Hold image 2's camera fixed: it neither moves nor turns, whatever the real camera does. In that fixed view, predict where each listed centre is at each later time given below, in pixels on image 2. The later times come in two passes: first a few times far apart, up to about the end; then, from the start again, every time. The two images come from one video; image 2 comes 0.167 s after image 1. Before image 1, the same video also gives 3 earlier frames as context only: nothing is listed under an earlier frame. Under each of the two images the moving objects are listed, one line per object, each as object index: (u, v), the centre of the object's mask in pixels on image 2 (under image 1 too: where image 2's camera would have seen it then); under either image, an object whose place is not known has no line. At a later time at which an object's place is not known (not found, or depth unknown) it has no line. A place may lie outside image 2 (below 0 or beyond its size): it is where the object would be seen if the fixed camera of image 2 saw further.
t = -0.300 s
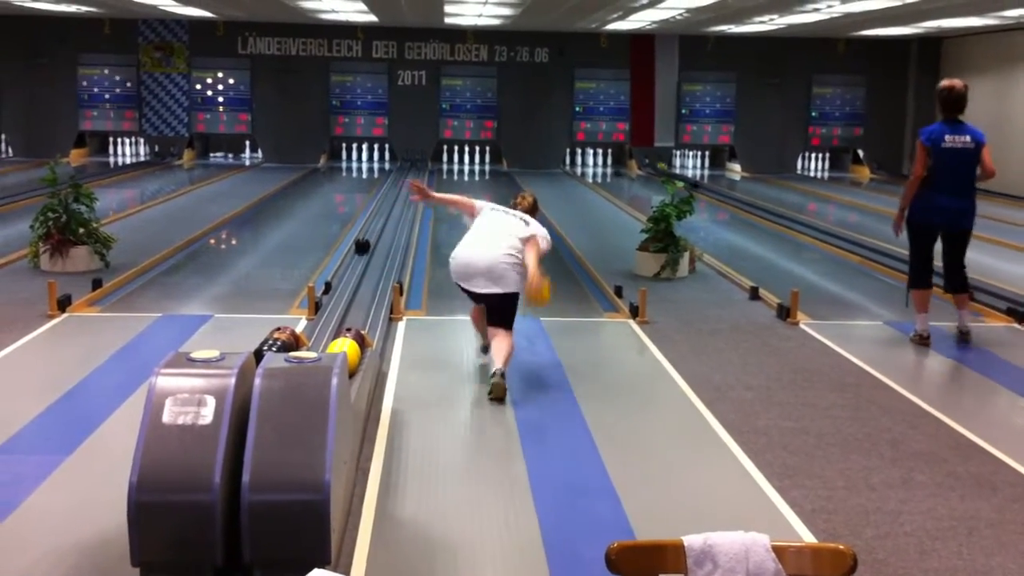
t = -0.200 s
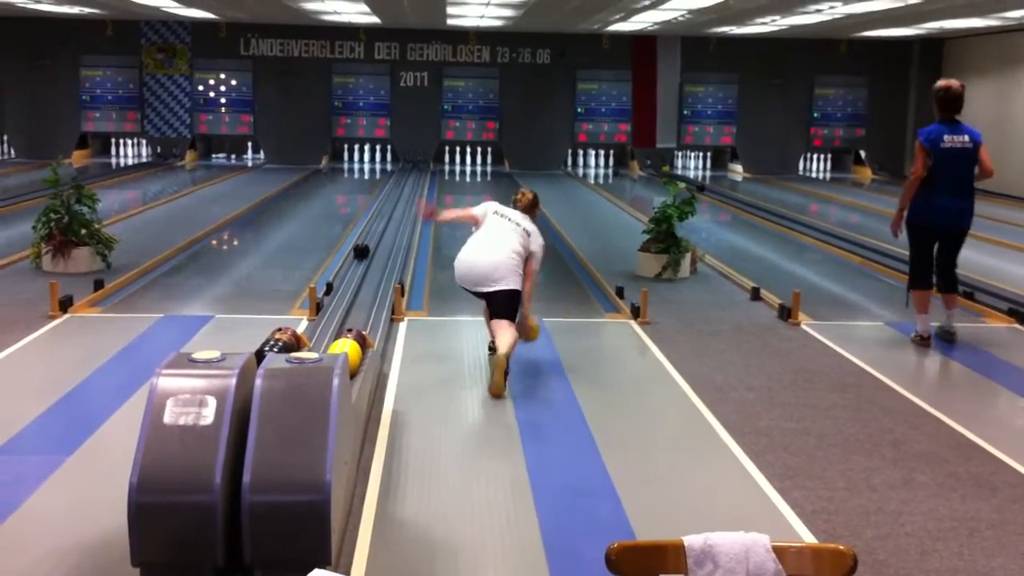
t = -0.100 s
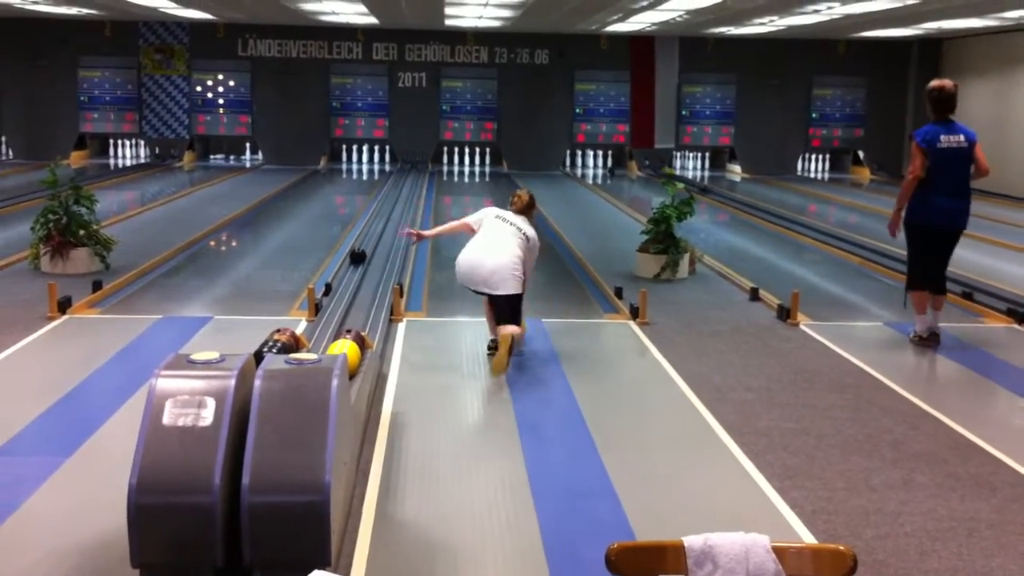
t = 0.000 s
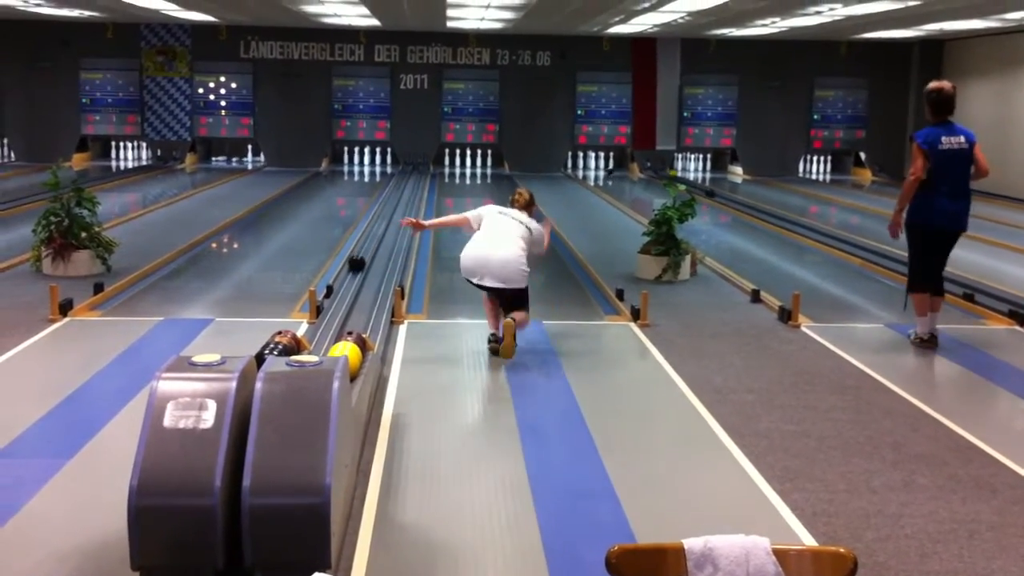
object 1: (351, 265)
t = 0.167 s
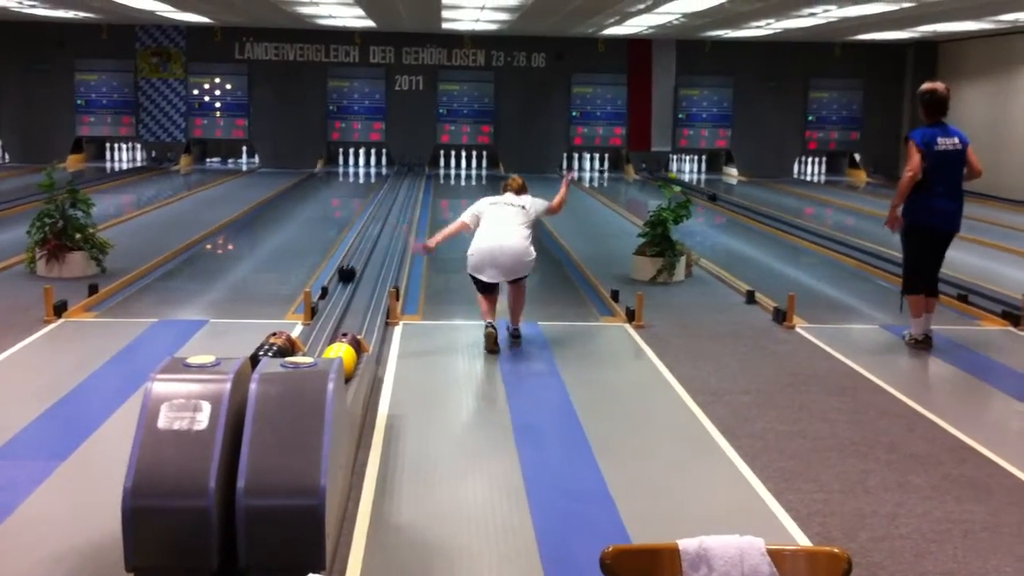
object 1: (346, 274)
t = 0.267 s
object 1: (343, 279)
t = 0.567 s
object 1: (333, 299)
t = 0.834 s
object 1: (321, 319)
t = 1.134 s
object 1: (310, 345)
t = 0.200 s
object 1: (345, 276)
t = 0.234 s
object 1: (344, 277)
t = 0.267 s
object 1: (343, 279)
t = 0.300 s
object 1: (342, 281)
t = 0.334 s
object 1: (341, 284)
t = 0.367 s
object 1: (340, 285)
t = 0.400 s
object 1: (339, 288)
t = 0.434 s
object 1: (338, 290)
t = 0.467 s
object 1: (337, 292)
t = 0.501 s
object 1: (336, 294)
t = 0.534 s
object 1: (335, 297)
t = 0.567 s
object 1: (333, 299)
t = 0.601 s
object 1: (332, 301)
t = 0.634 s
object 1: (331, 303)
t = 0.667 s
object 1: (330, 305)
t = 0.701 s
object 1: (328, 308)
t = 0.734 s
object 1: (325, 311)
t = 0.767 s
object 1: (323, 313)
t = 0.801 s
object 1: (323, 316)
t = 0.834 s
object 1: (321, 319)
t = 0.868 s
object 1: (319, 321)
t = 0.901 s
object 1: (319, 325)
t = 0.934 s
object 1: (317, 329)
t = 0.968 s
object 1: (315, 331)
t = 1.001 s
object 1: (313, 335)
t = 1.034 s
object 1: (311, 337)
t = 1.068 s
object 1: (311, 340)
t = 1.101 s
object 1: (311, 343)
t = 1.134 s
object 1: (310, 345)
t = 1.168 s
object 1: (309, 347)
